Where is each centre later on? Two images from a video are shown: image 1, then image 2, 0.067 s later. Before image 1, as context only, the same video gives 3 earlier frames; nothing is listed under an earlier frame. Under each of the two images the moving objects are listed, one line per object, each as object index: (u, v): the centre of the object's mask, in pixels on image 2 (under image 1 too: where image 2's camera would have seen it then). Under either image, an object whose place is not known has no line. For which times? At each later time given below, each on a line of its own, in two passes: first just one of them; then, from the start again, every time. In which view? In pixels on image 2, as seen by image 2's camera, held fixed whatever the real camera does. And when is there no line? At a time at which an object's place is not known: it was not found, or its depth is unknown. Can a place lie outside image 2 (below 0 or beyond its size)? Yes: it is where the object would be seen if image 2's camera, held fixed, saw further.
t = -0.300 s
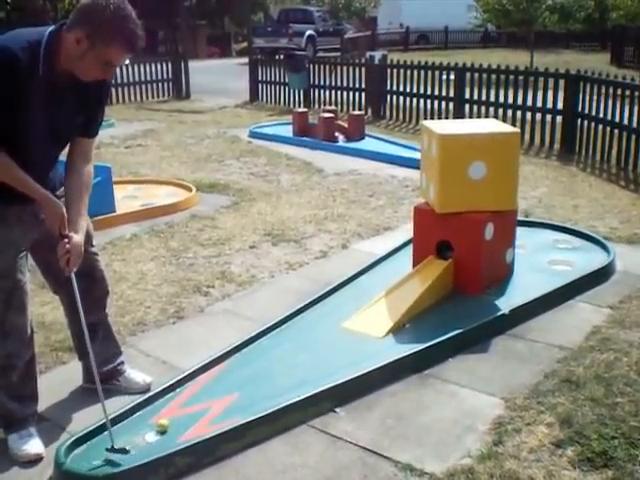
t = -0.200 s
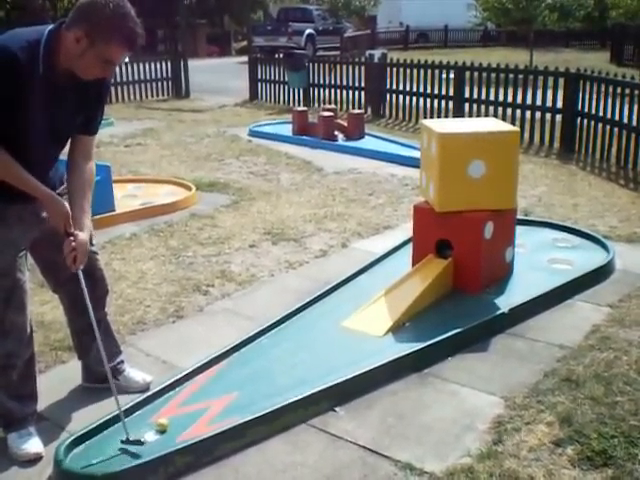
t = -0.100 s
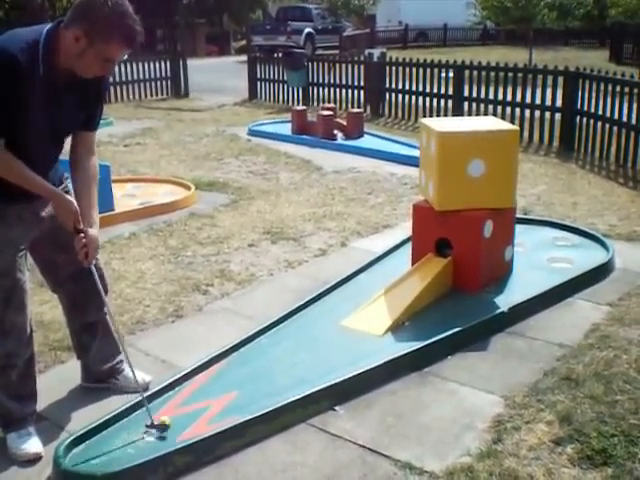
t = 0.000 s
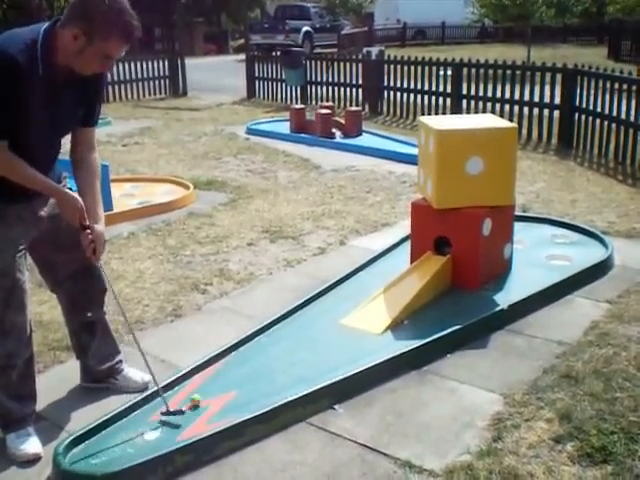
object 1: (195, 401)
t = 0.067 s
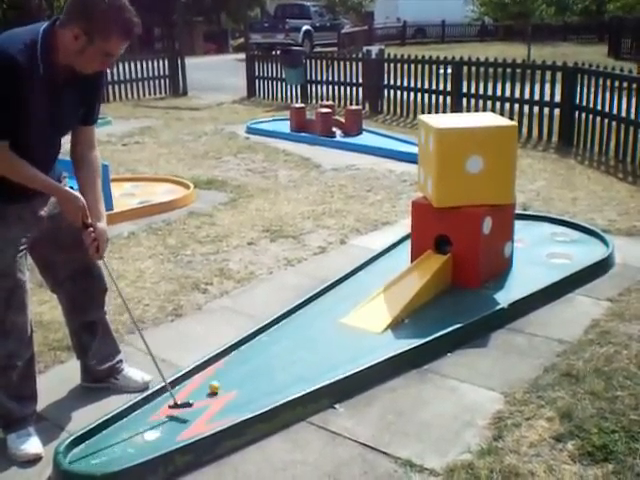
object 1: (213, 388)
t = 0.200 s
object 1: (243, 368)
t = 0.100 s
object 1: (222, 383)
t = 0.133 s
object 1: (229, 377)
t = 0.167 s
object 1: (237, 373)
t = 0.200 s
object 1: (243, 368)
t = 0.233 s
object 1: (250, 364)
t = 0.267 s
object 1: (256, 359)
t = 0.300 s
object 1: (263, 355)
